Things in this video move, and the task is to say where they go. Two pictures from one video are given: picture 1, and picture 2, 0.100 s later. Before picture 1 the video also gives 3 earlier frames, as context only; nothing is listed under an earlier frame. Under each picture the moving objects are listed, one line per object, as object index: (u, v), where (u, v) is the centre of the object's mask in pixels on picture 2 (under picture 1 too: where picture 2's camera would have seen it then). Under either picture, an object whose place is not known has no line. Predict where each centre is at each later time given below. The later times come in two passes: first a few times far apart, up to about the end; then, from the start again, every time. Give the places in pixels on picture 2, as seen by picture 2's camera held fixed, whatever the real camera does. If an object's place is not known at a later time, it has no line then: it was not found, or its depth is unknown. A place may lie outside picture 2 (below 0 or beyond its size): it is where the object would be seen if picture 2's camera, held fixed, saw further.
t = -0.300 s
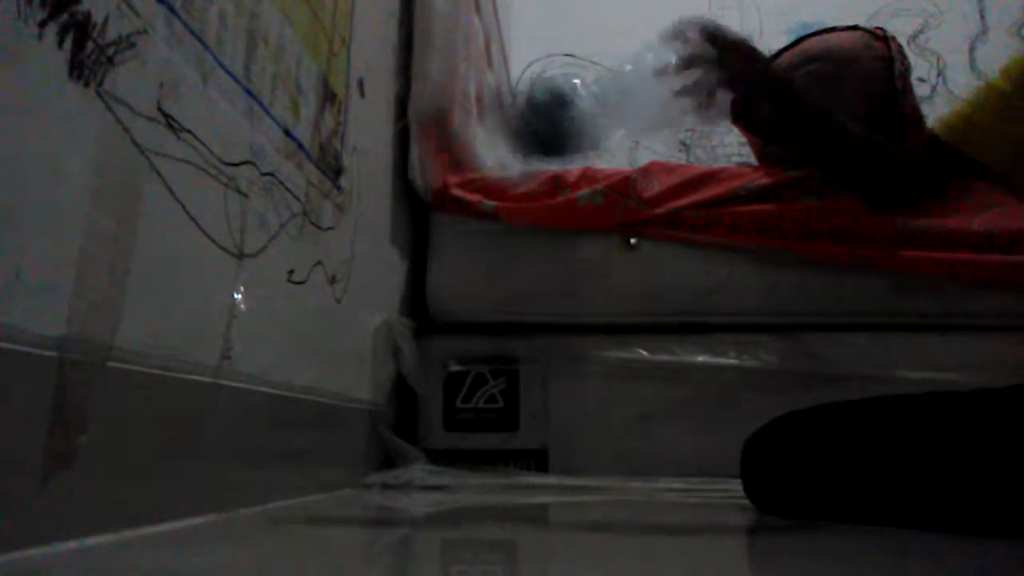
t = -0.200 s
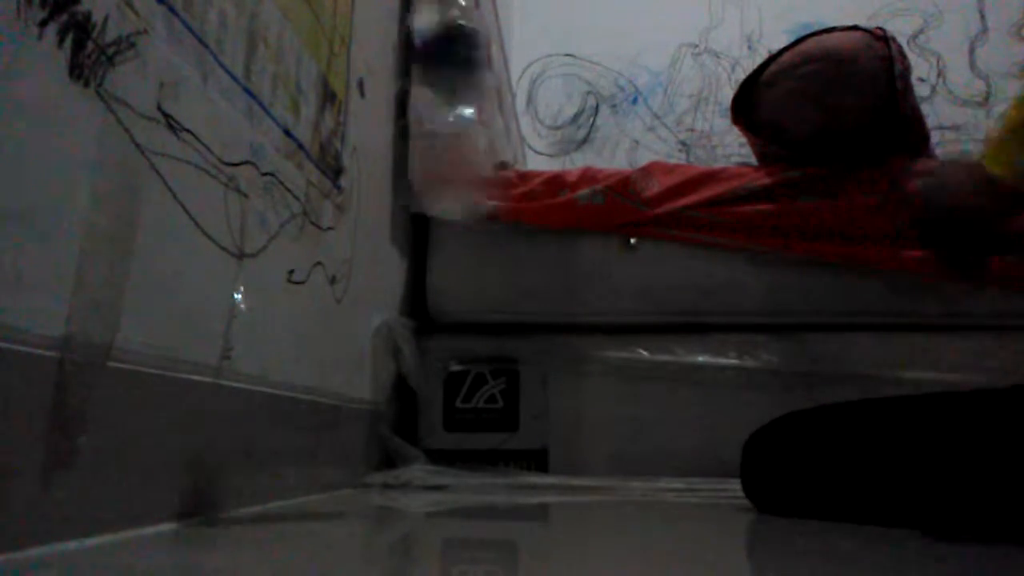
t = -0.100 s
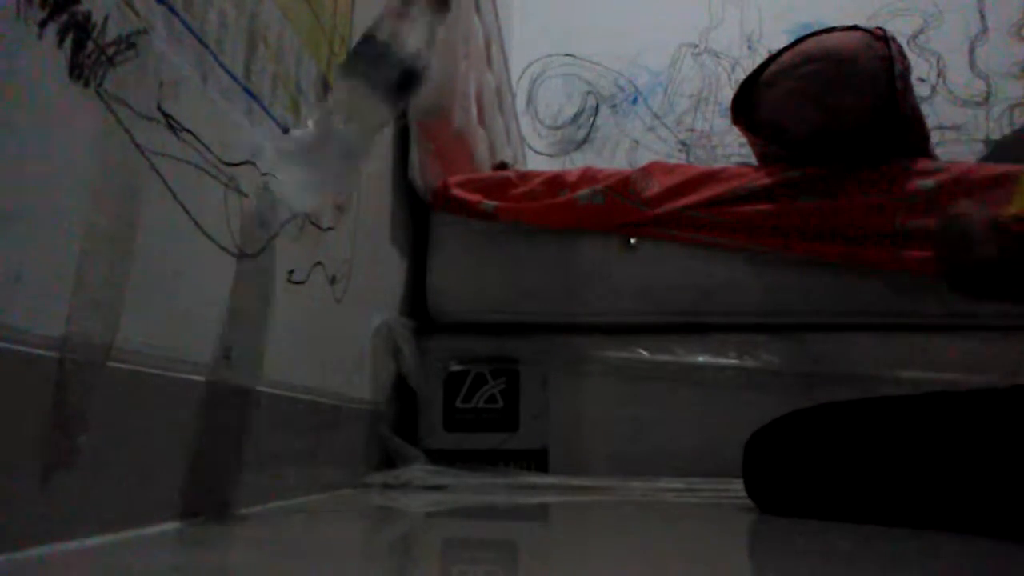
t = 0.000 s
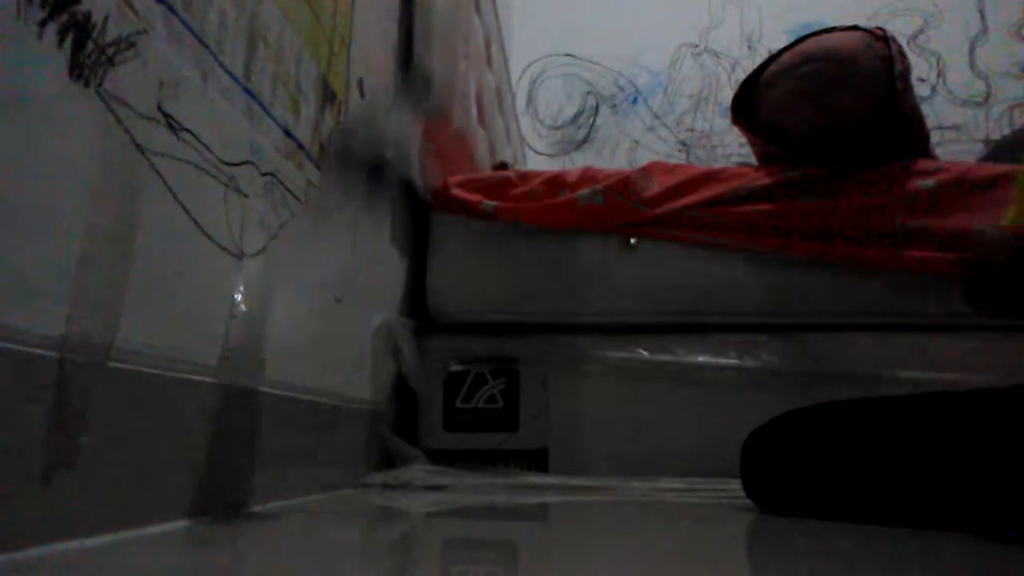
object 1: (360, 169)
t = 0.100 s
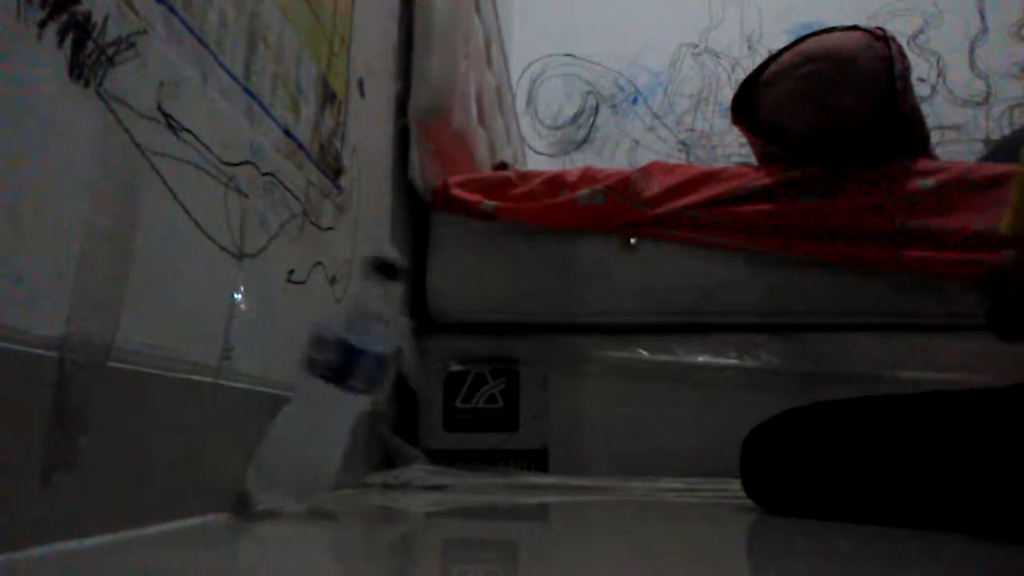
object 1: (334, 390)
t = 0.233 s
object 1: (375, 448)
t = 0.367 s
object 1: (404, 476)
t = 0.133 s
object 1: (339, 396)
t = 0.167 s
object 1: (352, 405)
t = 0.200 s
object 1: (363, 414)
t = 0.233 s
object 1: (375, 448)
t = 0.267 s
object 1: (393, 474)
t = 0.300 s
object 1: (398, 474)
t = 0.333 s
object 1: (402, 476)
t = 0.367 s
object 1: (404, 476)
